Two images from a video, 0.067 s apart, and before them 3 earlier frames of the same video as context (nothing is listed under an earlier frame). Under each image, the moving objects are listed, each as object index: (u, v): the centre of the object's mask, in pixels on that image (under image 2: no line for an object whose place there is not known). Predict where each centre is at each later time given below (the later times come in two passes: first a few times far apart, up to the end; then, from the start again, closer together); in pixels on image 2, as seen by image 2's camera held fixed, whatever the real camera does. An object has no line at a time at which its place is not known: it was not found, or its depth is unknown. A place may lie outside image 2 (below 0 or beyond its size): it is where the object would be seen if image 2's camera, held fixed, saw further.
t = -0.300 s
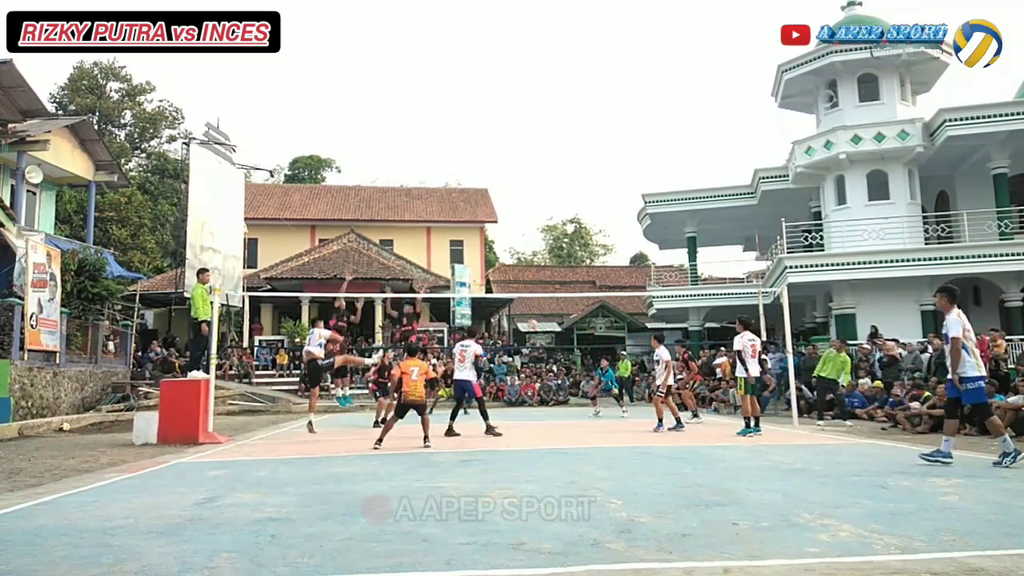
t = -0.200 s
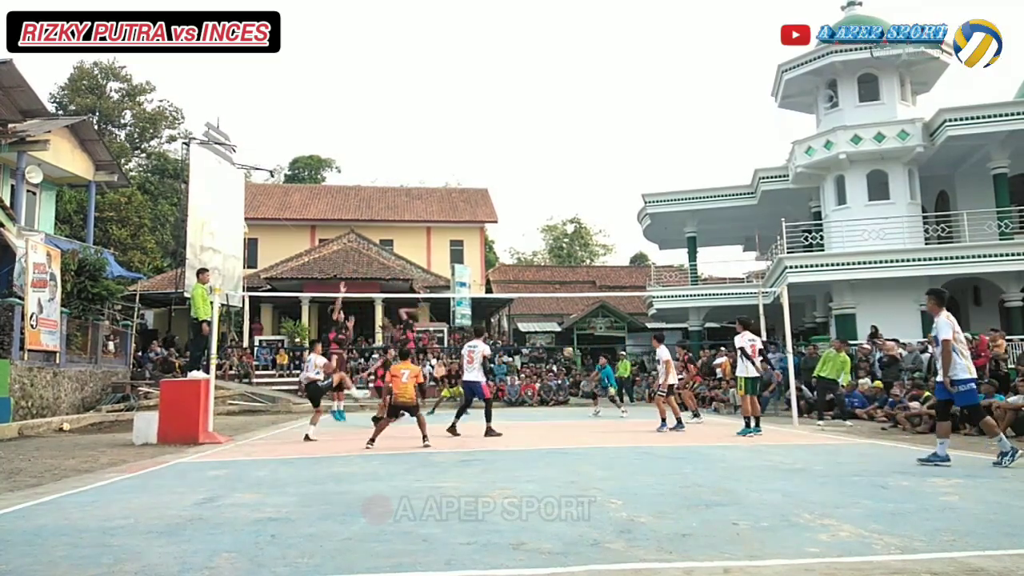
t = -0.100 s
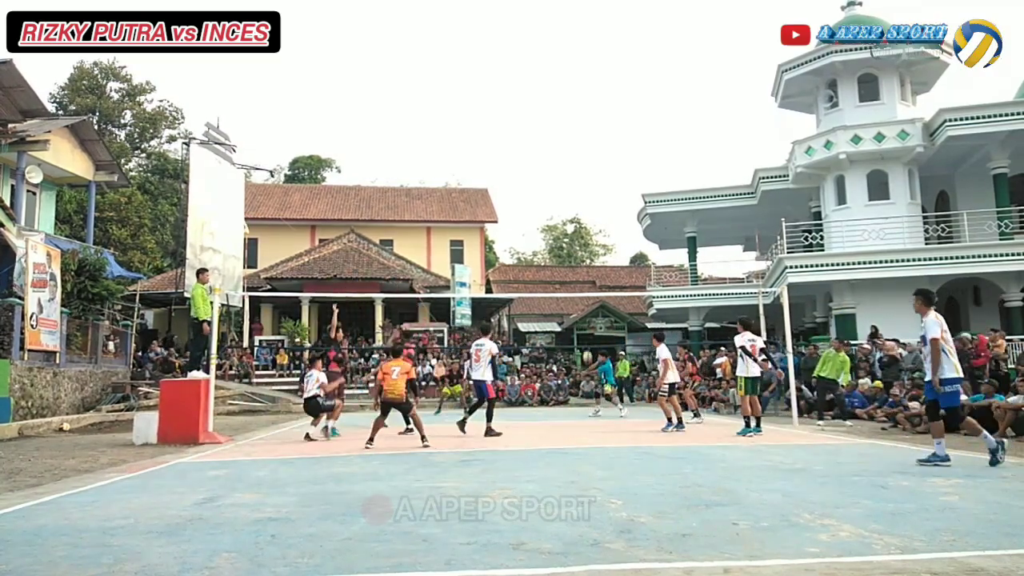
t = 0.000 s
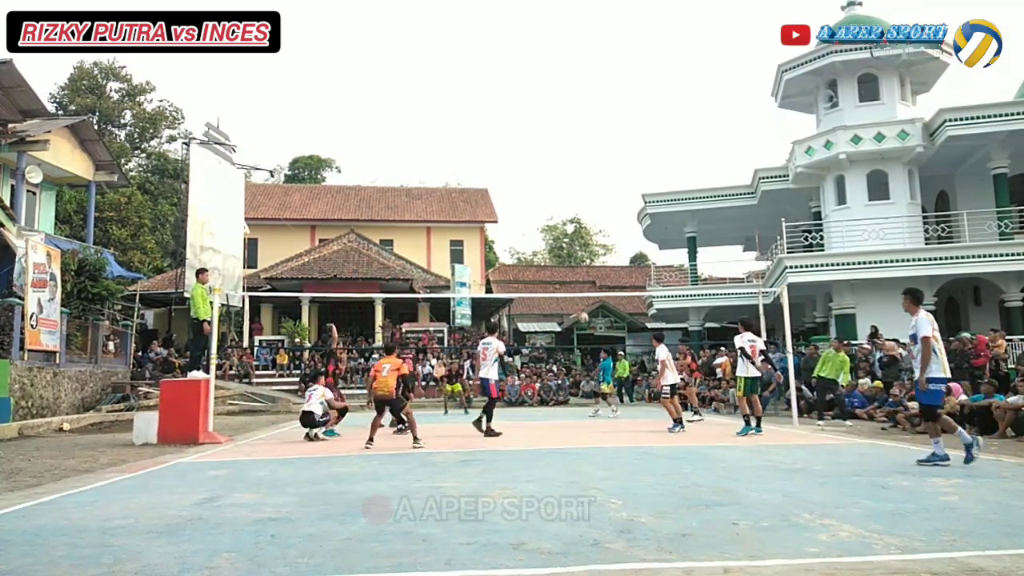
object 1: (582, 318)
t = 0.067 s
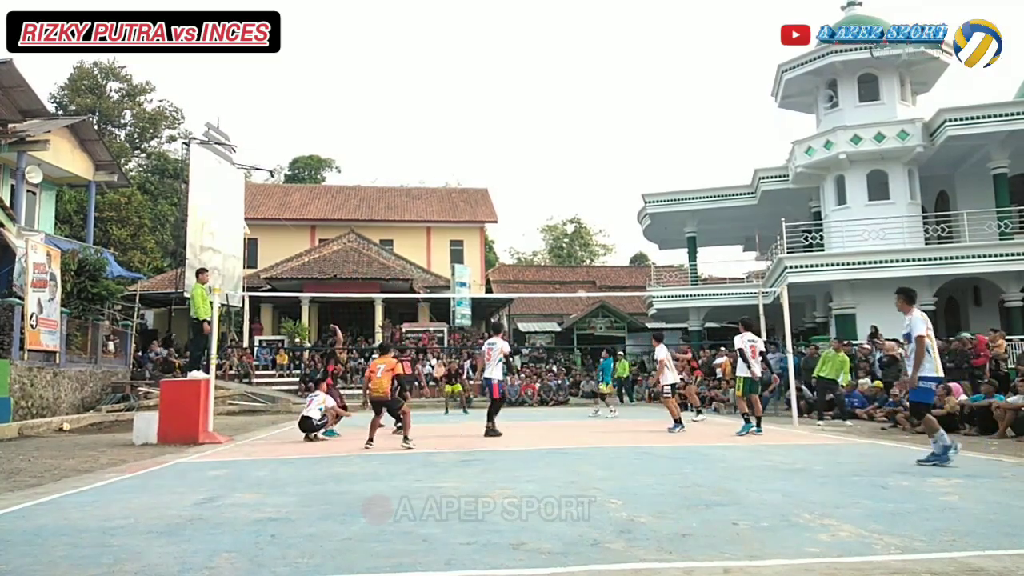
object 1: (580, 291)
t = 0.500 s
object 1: (570, 191)
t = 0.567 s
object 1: (569, 182)
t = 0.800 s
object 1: (565, 164)
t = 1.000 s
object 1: (564, 167)
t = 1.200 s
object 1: (562, 187)
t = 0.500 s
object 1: (570, 191)
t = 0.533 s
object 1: (569, 186)
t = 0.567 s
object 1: (569, 182)
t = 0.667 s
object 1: (567, 171)
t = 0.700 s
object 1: (567, 169)
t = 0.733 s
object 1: (567, 167)
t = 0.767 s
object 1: (566, 165)
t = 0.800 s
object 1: (565, 164)
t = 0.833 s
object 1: (565, 164)
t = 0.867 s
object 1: (565, 163)
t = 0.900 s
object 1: (565, 163)
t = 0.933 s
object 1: (564, 164)
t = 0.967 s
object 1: (564, 166)
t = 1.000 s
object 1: (564, 167)
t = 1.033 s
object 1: (564, 169)
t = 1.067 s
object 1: (563, 172)
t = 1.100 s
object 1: (563, 175)
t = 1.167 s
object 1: (563, 183)
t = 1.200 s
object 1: (562, 187)
